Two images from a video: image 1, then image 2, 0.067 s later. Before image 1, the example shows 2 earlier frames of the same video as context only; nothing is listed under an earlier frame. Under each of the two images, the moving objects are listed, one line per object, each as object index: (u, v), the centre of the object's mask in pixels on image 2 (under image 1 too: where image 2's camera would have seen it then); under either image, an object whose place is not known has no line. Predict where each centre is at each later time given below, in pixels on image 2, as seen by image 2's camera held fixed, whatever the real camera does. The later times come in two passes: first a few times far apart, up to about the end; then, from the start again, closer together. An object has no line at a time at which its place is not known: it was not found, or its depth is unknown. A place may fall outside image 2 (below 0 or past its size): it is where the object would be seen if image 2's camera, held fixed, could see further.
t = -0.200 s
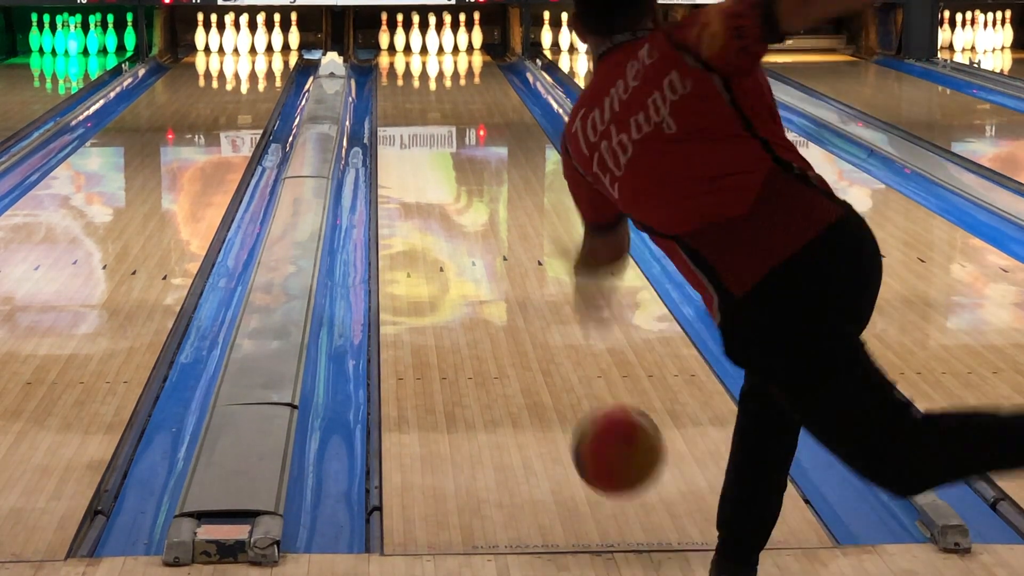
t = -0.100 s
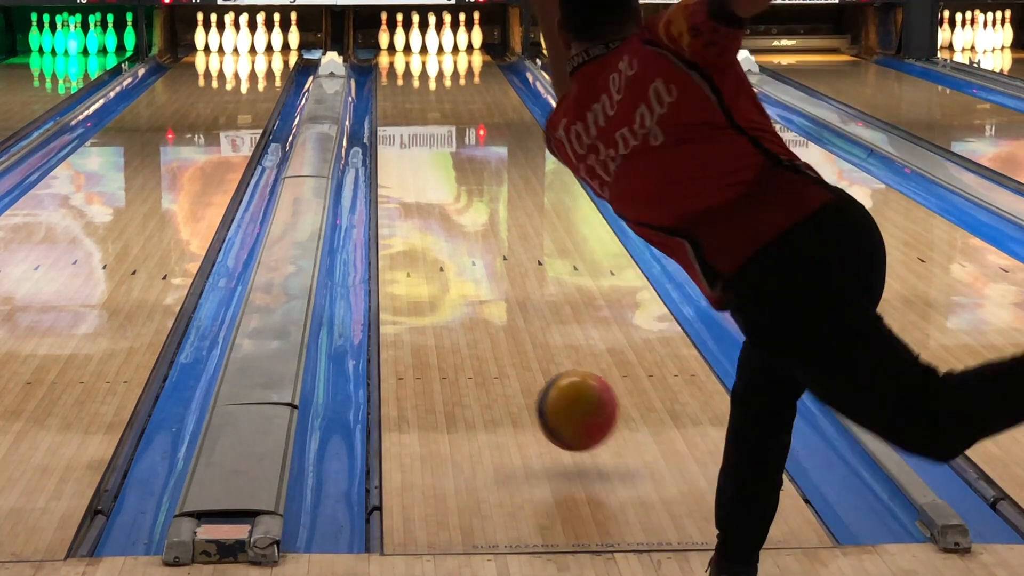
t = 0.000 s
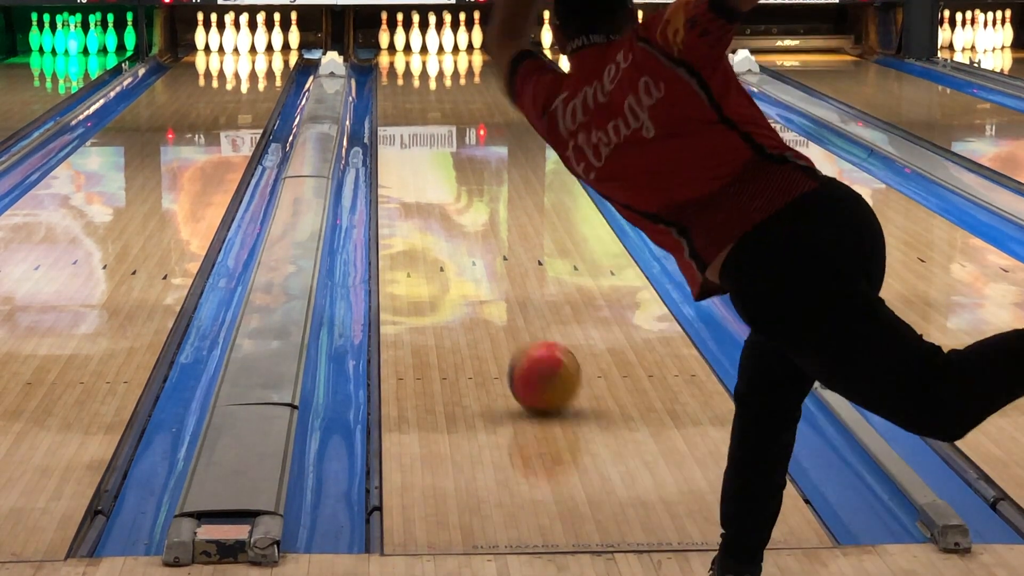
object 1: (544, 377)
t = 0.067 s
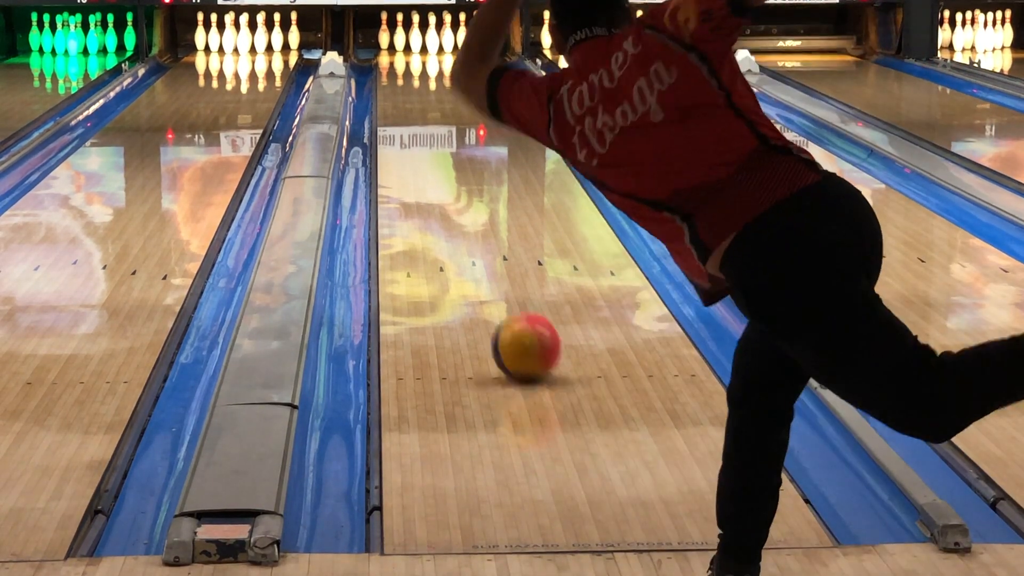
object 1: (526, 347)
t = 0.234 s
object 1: (490, 286)
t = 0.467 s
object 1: (454, 224)
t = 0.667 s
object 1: (433, 184)
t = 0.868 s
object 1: (417, 153)
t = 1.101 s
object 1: (404, 125)
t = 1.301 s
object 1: (397, 106)
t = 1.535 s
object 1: (392, 96)
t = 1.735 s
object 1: (392, 74)
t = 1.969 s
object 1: (399, 61)
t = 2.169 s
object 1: (407, 52)
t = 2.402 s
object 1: (422, 45)
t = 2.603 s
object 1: (421, 40)
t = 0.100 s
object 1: (518, 333)
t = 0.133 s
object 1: (511, 321)
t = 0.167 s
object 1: (504, 309)
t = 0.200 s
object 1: (497, 297)
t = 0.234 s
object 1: (490, 286)
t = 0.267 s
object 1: (484, 275)
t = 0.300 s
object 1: (479, 265)
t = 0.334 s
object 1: (474, 256)
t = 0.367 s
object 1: (468, 249)
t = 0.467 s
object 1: (454, 224)
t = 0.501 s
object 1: (451, 216)
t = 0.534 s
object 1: (447, 209)
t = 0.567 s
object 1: (443, 202)
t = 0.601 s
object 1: (439, 196)
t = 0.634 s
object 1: (436, 190)
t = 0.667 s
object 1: (433, 184)
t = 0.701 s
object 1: (430, 178)
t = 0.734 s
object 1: (427, 173)
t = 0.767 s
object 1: (424, 168)
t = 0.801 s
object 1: (421, 163)
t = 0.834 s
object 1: (419, 158)
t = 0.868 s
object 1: (417, 153)
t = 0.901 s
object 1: (414, 149)
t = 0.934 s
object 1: (412, 145)
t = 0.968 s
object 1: (410, 140)
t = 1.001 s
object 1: (408, 136)
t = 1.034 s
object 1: (406, 132)
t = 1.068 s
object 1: (405, 129)
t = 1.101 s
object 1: (404, 125)
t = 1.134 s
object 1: (402, 122)
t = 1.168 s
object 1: (401, 118)
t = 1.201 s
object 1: (399, 115)
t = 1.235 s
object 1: (398, 111)
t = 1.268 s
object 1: (397, 109)
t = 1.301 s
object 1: (397, 106)
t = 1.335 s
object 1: (396, 103)
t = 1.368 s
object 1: (395, 101)
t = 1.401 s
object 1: (394, 97)
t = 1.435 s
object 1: (394, 95)
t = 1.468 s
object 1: (392, 91)
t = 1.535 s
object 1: (392, 96)
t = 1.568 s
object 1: (393, 86)
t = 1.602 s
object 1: (392, 82)
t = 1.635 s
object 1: (392, 80)
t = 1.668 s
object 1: (392, 78)
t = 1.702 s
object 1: (393, 76)
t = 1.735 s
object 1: (392, 74)
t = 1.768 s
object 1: (393, 72)
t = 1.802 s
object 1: (393, 70)
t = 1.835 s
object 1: (394, 68)
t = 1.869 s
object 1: (395, 67)
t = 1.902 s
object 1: (396, 65)
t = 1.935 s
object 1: (397, 63)
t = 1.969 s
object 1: (399, 61)
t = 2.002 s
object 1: (400, 60)
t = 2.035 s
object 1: (401, 58)
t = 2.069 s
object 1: (402, 57)
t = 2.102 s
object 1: (404, 55)
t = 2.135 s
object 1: (406, 54)
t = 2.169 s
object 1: (407, 52)
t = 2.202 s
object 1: (410, 51)
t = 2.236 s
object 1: (412, 50)
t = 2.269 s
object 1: (414, 49)
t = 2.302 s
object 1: (416, 48)
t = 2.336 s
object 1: (418, 47)
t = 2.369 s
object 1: (421, 45)
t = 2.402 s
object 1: (422, 45)
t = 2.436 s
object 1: (421, 43)
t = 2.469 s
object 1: (422, 43)
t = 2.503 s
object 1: (421, 42)
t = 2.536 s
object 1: (421, 41)
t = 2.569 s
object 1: (421, 41)
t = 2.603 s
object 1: (421, 40)
